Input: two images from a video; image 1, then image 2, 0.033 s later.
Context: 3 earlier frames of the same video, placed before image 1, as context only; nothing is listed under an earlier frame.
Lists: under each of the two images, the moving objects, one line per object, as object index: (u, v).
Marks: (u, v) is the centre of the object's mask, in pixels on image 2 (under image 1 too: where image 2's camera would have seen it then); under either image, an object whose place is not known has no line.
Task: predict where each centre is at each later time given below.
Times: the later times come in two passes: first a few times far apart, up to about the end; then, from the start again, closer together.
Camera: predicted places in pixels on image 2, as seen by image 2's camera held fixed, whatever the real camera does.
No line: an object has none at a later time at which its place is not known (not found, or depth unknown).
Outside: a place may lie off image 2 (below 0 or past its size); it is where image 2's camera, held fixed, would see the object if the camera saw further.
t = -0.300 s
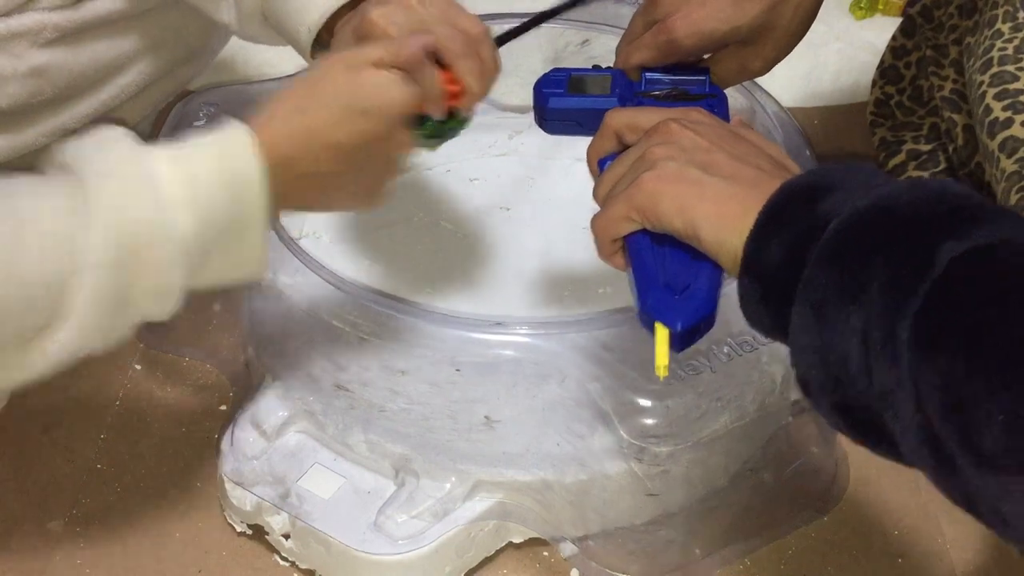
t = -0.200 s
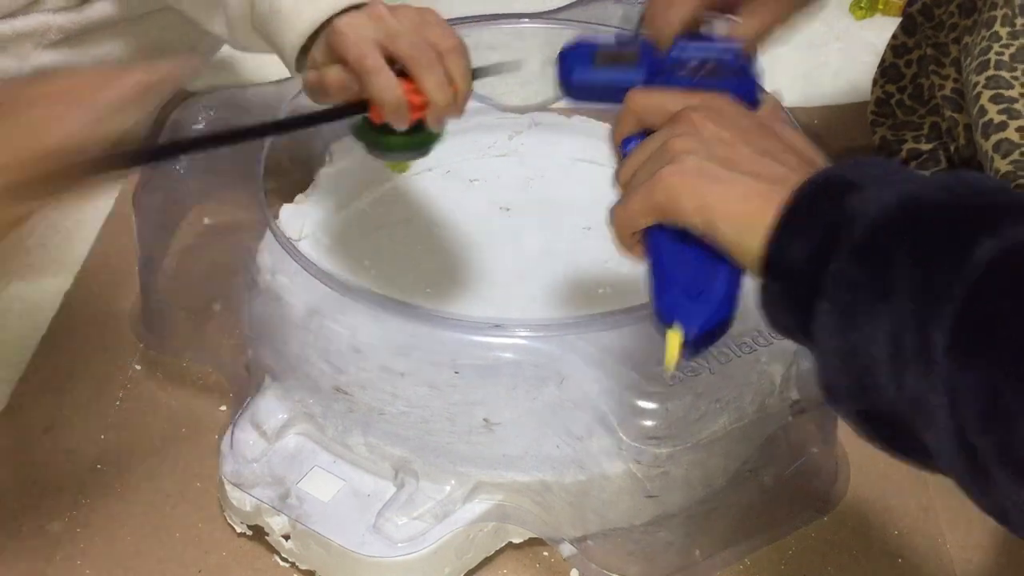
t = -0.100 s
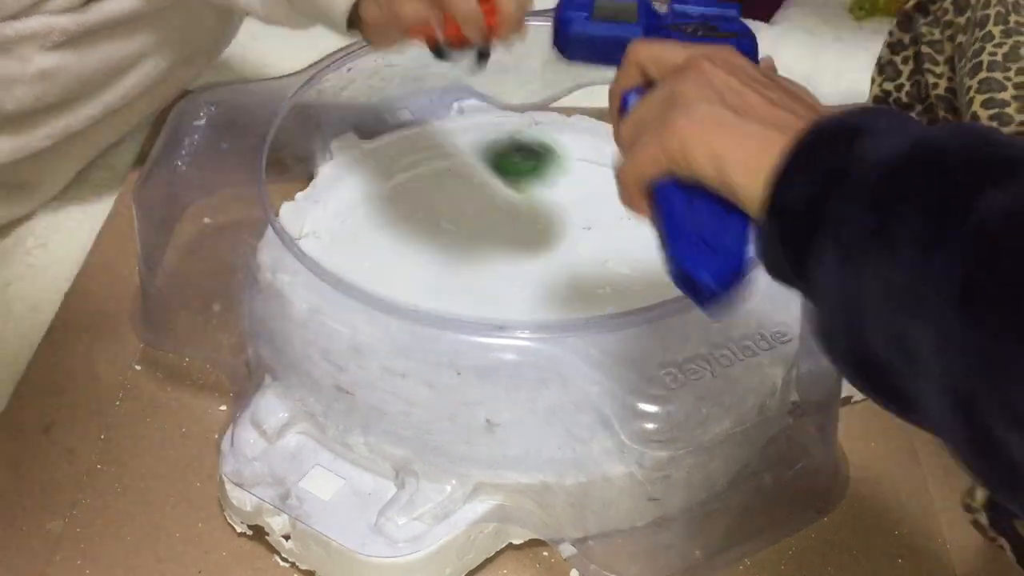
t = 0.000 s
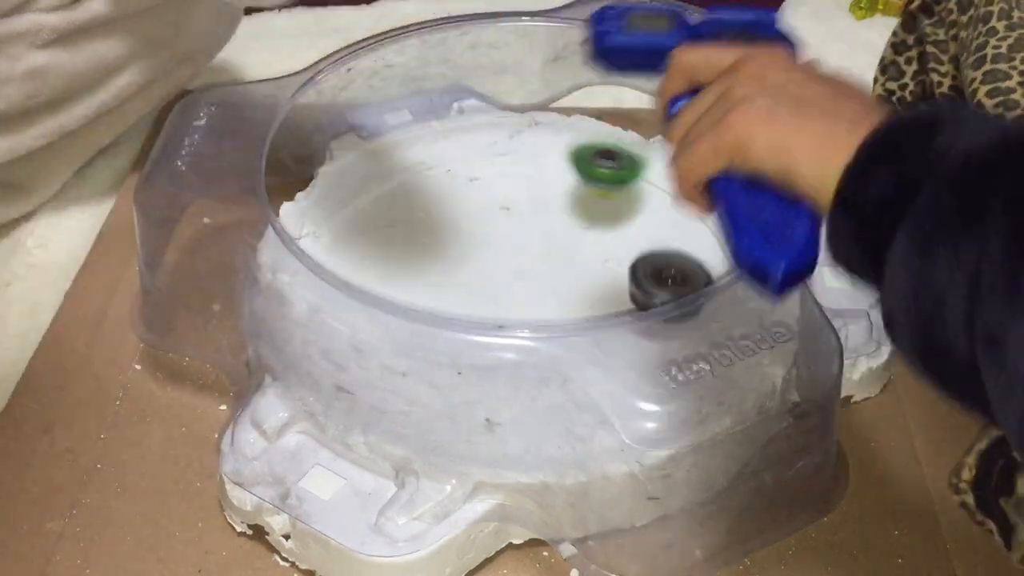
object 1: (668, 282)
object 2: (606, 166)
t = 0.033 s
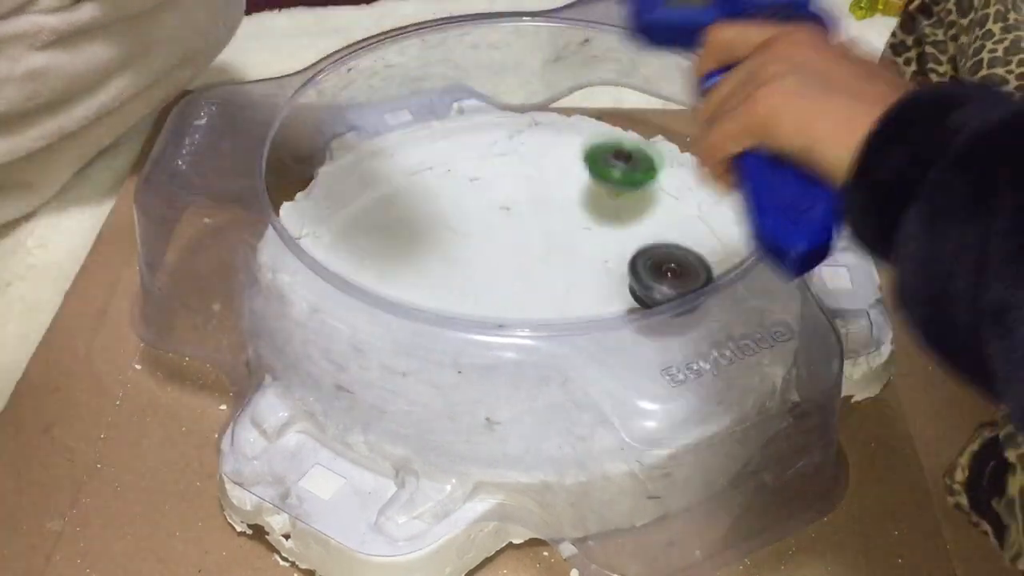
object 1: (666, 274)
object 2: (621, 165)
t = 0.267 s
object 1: (537, 258)
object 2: (520, 173)
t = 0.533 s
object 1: (504, 264)
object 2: (343, 210)
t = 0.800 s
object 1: (505, 264)
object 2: (437, 288)
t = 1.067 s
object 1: (559, 225)
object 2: (470, 287)
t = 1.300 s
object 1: (509, 216)
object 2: (491, 284)
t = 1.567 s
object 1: (507, 217)
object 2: (510, 281)
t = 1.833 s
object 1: (508, 213)
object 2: (522, 284)
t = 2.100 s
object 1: (519, 215)
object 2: (510, 284)
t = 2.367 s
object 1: (523, 219)
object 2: (534, 302)
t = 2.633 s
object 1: (524, 219)
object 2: (521, 285)
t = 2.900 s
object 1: (528, 226)
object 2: (494, 291)
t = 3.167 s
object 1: (543, 243)
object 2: (490, 292)
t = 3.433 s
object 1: (544, 245)
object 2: (490, 292)
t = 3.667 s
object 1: (546, 248)
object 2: (480, 289)
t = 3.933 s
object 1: (558, 254)
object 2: (447, 292)
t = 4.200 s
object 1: (560, 255)
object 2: (465, 288)
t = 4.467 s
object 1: (568, 253)
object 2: (460, 255)
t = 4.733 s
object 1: (561, 255)
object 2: (450, 241)
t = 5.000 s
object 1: (553, 261)
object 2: (472, 230)
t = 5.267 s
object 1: (556, 268)
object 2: (469, 220)
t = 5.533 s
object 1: (556, 268)
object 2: (491, 223)
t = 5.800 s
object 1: (555, 268)
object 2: (482, 219)
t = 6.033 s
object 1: (538, 290)
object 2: (488, 214)
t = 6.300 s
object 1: (547, 294)
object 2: (502, 231)
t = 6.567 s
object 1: (538, 294)
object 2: (520, 231)
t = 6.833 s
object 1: (502, 293)
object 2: (526, 231)
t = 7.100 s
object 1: (505, 290)
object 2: (536, 230)
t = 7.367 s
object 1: (496, 290)
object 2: (560, 217)
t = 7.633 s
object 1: (507, 283)
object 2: (560, 231)
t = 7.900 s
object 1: (494, 273)
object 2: (577, 235)
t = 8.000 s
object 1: (495, 269)
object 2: (574, 241)
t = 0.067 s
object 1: (663, 275)
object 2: (619, 161)
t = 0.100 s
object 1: (655, 270)
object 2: (616, 171)
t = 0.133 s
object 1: (643, 255)
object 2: (604, 172)
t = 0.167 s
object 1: (626, 242)
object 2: (588, 179)
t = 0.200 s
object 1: (593, 243)
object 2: (569, 184)
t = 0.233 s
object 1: (563, 253)
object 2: (546, 179)
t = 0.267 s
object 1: (537, 258)
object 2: (520, 173)
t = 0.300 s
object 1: (517, 259)
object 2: (493, 167)
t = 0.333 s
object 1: (505, 260)
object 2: (466, 162)
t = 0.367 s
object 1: (502, 262)
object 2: (439, 162)
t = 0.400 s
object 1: (503, 264)
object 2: (410, 165)
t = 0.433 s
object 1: (503, 263)
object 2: (387, 172)
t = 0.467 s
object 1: (503, 264)
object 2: (368, 181)
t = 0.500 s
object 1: (504, 264)
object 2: (353, 195)
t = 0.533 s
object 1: (504, 264)
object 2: (343, 210)
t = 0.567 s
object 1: (502, 264)
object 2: (342, 226)
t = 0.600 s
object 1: (503, 263)
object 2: (347, 243)
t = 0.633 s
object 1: (502, 263)
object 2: (357, 255)
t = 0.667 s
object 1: (506, 265)
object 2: (370, 265)
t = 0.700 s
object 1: (507, 264)
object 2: (384, 273)
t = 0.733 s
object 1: (505, 265)
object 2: (402, 281)
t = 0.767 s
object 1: (504, 264)
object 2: (419, 285)
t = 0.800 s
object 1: (505, 264)
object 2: (437, 288)
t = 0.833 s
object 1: (516, 260)
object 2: (441, 290)
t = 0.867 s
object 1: (523, 256)
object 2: (450, 292)
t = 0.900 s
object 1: (527, 252)
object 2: (464, 292)
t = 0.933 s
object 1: (533, 247)
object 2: (472, 288)
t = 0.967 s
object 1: (550, 240)
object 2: (464, 288)
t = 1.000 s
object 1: (558, 232)
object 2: (463, 287)
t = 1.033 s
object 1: (560, 228)
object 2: (466, 287)
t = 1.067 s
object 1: (559, 225)
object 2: (470, 287)
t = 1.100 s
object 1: (555, 224)
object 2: (473, 288)
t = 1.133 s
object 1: (550, 222)
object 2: (478, 287)
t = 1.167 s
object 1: (543, 222)
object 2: (482, 287)
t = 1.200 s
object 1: (532, 221)
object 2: (487, 284)
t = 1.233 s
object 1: (521, 220)
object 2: (492, 281)
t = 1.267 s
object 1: (511, 221)
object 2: (493, 280)
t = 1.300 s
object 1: (509, 216)
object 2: (491, 284)
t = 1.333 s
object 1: (507, 215)
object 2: (491, 286)
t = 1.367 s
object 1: (506, 216)
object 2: (494, 288)
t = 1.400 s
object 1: (507, 217)
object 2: (497, 288)
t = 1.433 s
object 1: (507, 217)
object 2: (500, 288)
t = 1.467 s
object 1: (507, 217)
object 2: (502, 287)
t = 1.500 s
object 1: (507, 217)
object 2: (505, 285)
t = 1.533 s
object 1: (507, 217)
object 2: (508, 283)
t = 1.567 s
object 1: (507, 217)
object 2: (510, 281)
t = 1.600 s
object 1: (507, 216)
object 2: (511, 278)
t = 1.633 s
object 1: (509, 213)
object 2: (509, 281)
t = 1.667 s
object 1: (509, 211)
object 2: (509, 285)
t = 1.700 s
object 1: (508, 212)
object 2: (511, 287)
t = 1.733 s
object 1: (509, 212)
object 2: (514, 287)
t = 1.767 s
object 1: (508, 213)
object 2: (519, 287)
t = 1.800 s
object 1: (509, 213)
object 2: (521, 286)
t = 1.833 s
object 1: (508, 213)
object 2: (522, 284)
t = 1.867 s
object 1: (509, 213)
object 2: (522, 281)
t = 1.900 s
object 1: (509, 213)
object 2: (521, 279)
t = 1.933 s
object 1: (508, 213)
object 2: (520, 276)
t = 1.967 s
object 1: (508, 212)
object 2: (517, 274)
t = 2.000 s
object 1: (508, 211)
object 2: (513, 275)
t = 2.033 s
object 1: (509, 213)
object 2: (512, 277)
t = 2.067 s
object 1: (514, 216)
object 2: (513, 278)
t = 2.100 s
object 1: (519, 215)
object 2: (510, 284)
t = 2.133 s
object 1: (521, 216)
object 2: (512, 289)
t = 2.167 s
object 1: (522, 217)
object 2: (515, 293)
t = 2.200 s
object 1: (523, 219)
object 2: (517, 297)
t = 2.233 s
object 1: (523, 219)
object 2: (520, 300)
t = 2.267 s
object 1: (523, 219)
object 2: (524, 301)
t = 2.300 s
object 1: (523, 219)
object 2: (527, 302)
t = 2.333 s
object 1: (523, 218)
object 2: (531, 302)
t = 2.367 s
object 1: (523, 219)
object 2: (534, 302)
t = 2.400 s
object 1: (523, 219)
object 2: (537, 302)
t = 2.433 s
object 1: (523, 219)
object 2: (538, 301)
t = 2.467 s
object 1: (523, 219)
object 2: (540, 299)
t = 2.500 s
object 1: (523, 219)
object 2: (539, 296)
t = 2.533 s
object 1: (523, 219)
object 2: (536, 292)
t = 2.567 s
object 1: (523, 219)
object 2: (532, 289)
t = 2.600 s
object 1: (523, 219)
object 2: (527, 287)
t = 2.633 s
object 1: (524, 219)
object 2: (521, 285)
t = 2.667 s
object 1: (524, 219)
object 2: (514, 283)
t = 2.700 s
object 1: (526, 221)
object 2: (510, 282)
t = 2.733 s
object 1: (527, 223)
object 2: (506, 282)
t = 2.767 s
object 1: (528, 224)
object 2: (500, 284)
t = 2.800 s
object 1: (527, 225)
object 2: (497, 286)
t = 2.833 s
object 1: (528, 225)
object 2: (495, 288)
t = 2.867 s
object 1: (528, 225)
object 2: (495, 290)
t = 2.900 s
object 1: (528, 226)
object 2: (494, 291)
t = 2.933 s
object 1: (528, 227)
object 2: (495, 291)
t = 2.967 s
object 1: (529, 229)
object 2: (495, 291)
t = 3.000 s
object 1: (530, 231)
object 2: (495, 291)
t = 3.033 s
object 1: (532, 234)
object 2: (495, 291)
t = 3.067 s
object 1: (535, 237)
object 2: (495, 291)
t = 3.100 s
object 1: (536, 239)
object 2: (495, 291)
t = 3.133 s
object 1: (539, 242)
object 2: (494, 291)
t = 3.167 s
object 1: (543, 243)
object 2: (490, 292)
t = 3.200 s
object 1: (544, 244)
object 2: (489, 293)
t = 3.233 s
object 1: (543, 245)
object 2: (490, 293)
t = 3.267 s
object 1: (543, 245)
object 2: (490, 293)
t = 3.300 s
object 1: (543, 245)
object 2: (490, 293)
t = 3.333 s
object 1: (543, 245)
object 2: (490, 293)
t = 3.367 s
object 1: (543, 245)
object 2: (490, 293)
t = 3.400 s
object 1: (544, 245)
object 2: (490, 292)
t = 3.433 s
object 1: (544, 245)
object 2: (490, 292)
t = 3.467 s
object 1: (544, 244)
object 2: (491, 290)
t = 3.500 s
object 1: (544, 244)
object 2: (490, 289)
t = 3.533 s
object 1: (544, 245)
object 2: (488, 289)
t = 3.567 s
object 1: (547, 245)
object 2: (485, 289)
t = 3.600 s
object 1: (547, 246)
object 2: (483, 289)
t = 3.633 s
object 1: (547, 247)
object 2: (482, 289)
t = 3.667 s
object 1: (546, 248)
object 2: (480, 289)
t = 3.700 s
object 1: (546, 248)
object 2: (480, 288)
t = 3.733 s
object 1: (546, 249)
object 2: (479, 288)
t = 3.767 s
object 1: (547, 251)
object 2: (479, 287)
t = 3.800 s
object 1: (555, 251)
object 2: (467, 287)
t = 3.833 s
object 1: (562, 252)
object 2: (458, 289)
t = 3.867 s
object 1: (564, 253)
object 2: (453, 290)
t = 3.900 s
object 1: (560, 253)
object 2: (449, 292)
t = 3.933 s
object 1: (558, 254)
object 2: (447, 292)
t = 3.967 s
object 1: (559, 253)
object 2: (447, 294)
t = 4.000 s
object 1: (560, 254)
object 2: (448, 294)
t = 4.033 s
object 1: (560, 254)
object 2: (449, 295)
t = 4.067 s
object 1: (560, 254)
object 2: (452, 294)
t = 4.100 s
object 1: (560, 253)
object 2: (455, 293)
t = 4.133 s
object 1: (560, 254)
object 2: (459, 292)
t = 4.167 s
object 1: (561, 255)
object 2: (462, 291)
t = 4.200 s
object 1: (560, 255)
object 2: (465, 288)
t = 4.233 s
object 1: (560, 255)
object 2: (468, 286)
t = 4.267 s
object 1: (560, 255)
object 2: (470, 282)
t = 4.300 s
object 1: (561, 255)
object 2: (472, 277)
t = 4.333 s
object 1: (561, 255)
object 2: (475, 272)
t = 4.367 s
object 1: (562, 254)
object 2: (475, 266)
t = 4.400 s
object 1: (567, 253)
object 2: (469, 263)
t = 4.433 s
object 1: (569, 253)
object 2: (464, 259)
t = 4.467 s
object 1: (568, 253)
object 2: (460, 255)
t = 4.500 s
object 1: (565, 254)
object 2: (456, 252)
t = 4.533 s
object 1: (562, 254)
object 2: (454, 249)
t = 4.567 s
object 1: (559, 255)
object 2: (452, 248)
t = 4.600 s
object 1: (560, 255)
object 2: (451, 246)
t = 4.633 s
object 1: (560, 254)
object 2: (450, 245)
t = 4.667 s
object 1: (560, 255)
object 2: (449, 244)
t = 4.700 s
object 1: (560, 255)
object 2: (449, 243)
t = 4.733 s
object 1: (561, 255)
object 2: (450, 241)
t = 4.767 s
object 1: (561, 255)
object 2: (452, 241)
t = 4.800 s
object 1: (561, 255)
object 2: (454, 240)
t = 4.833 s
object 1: (561, 254)
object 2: (456, 239)
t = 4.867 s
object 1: (561, 254)
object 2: (459, 237)
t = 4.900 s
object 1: (559, 254)
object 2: (462, 235)
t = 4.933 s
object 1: (557, 256)
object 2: (466, 234)
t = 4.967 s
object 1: (555, 259)
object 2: (469, 232)
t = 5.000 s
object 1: (553, 261)
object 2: (472, 230)
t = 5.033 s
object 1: (557, 266)
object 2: (469, 226)
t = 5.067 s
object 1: (557, 269)
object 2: (468, 223)
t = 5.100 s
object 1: (555, 269)
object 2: (467, 221)
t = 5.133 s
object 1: (556, 267)
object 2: (466, 220)
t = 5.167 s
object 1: (555, 267)
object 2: (466, 220)
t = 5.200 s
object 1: (557, 268)
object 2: (466, 220)
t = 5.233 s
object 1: (555, 268)
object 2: (466, 220)
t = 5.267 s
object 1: (556, 268)
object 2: (469, 220)
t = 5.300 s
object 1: (555, 267)
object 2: (473, 221)
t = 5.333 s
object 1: (556, 268)
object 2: (478, 223)
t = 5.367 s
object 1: (555, 266)
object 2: (481, 224)
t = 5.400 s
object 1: (554, 268)
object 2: (486, 224)
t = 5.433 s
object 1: (557, 269)
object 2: (487, 223)
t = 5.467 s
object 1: (556, 269)
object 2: (488, 224)
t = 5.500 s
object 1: (556, 268)
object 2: (490, 223)
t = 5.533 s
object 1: (556, 268)
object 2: (491, 223)
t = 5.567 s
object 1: (554, 267)
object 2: (490, 223)
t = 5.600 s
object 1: (556, 268)
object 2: (487, 220)
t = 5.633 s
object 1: (554, 267)
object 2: (484, 219)
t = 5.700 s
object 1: (554, 268)
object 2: (481, 218)
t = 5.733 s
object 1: (554, 267)
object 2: (481, 218)
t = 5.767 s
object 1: (555, 268)
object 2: (481, 218)
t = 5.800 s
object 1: (555, 268)
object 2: (482, 219)
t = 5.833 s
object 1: (555, 268)
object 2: (484, 221)
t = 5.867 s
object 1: (555, 267)
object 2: (487, 225)
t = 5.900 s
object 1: (554, 272)
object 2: (490, 222)
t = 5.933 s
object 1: (550, 280)
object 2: (492, 219)
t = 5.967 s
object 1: (546, 286)
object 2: (491, 217)
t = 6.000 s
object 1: (540, 289)
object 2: (490, 215)
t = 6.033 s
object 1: (538, 290)
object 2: (488, 214)
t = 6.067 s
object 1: (539, 290)
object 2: (488, 215)
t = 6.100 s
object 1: (542, 290)
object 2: (488, 215)
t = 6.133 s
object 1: (545, 292)
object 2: (488, 215)
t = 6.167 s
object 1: (546, 293)
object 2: (489, 216)
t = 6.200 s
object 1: (547, 295)
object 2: (491, 218)
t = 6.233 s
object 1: (546, 294)
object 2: (494, 221)
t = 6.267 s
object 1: (546, 294)
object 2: (497, 226)
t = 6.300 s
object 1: (547, 294)
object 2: (502, 231)
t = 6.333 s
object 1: (547, 294)
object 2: (506, 235)
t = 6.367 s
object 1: (547, 295)
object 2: (512, 238)
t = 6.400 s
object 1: (547, 295)
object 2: (517, 236)
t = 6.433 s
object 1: (545, 294)
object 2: (519, 233)
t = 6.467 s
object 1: (544, 294)
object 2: (520, 231)
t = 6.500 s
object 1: (543, 293)
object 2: (520, 231)
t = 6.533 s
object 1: (542, 294)
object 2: (520, 231)
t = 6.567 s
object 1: (538, 294)
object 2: (520, 231)
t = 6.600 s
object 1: (533, 295)
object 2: (521, 231)
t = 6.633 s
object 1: (528, 295)
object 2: (522, 233)
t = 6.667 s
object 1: (521, 296)
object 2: (525, 234)
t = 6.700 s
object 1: (511, 297)
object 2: (526, 233)
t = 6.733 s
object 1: (503, 296)
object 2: (526, 232)
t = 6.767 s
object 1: (500, 295)
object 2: (526, 232)
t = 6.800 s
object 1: (500, 294)
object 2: (525, 231)
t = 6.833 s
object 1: (502, 293)
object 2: (526, 231)
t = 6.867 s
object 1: (504, 292)
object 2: (526, 231)
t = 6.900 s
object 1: (504, 292)
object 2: (526, 231)
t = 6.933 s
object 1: (504, 292)
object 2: (526, 231)
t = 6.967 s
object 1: (504, 292)
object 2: (527, 231)
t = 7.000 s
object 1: (503, 292)
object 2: (528, 229)
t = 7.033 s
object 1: (502, 291)
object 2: (531, 229)
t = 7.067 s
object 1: (503, 291)
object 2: (534, 230)
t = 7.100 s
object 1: (505, 290)
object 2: (536, 230)
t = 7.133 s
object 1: (506, 290)
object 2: (538, 231)
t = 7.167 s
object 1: (505, 290)
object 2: (542, 231)
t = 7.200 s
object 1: (497, 292)
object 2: (549, 226)
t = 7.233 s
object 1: (492, 292)
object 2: (553, 222)
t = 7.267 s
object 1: (490, 292)
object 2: (555, 220)
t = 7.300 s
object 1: (491, 291)
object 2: (558, 218)
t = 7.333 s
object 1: (494, 291)
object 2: (559, 218)
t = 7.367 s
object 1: (496, 290)
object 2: (560, 217)
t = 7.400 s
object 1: (500, 289)
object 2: (559, 217)
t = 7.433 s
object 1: (503, 289)
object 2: (560, 218)
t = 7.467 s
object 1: (504, 288)
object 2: (560, 217)
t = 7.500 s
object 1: (505, 288)
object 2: (560, 219)
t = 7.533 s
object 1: (506, 287)
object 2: (561, 221)
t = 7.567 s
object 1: (506, 286)
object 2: (561, 223)
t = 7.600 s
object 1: (506, 285)
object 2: (560, 226)
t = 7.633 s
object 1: (507, 283)
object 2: (560, 231)
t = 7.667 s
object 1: (502, 282)
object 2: (564, 232)
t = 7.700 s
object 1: (496, 281)
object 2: (569, 233)
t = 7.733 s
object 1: (492, 280)
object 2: (573, 234)
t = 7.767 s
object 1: (491, 277)
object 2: (575, 234)
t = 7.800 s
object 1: (492, 276)
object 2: (576, 234)
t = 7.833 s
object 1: (493, 275)
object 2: (577, 234)
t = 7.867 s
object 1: (493, 274)
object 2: (577, 234)
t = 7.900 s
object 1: (494, 273)
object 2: (577, 235)
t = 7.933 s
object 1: (495, 272)
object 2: (577, 237)
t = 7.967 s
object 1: (495, 271)
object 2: (575, 239)
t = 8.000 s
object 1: (495, 269)
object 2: (574, 241)
